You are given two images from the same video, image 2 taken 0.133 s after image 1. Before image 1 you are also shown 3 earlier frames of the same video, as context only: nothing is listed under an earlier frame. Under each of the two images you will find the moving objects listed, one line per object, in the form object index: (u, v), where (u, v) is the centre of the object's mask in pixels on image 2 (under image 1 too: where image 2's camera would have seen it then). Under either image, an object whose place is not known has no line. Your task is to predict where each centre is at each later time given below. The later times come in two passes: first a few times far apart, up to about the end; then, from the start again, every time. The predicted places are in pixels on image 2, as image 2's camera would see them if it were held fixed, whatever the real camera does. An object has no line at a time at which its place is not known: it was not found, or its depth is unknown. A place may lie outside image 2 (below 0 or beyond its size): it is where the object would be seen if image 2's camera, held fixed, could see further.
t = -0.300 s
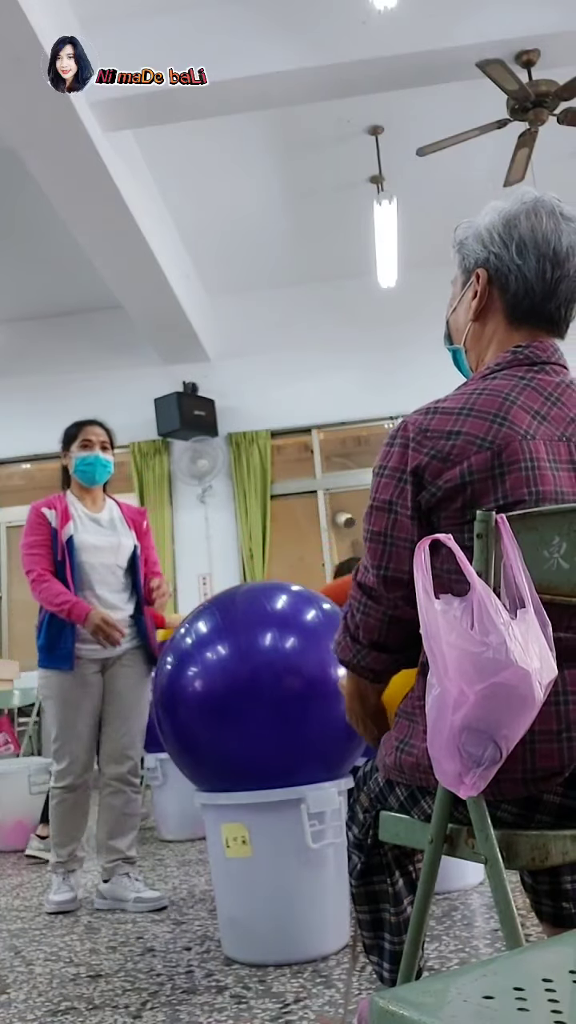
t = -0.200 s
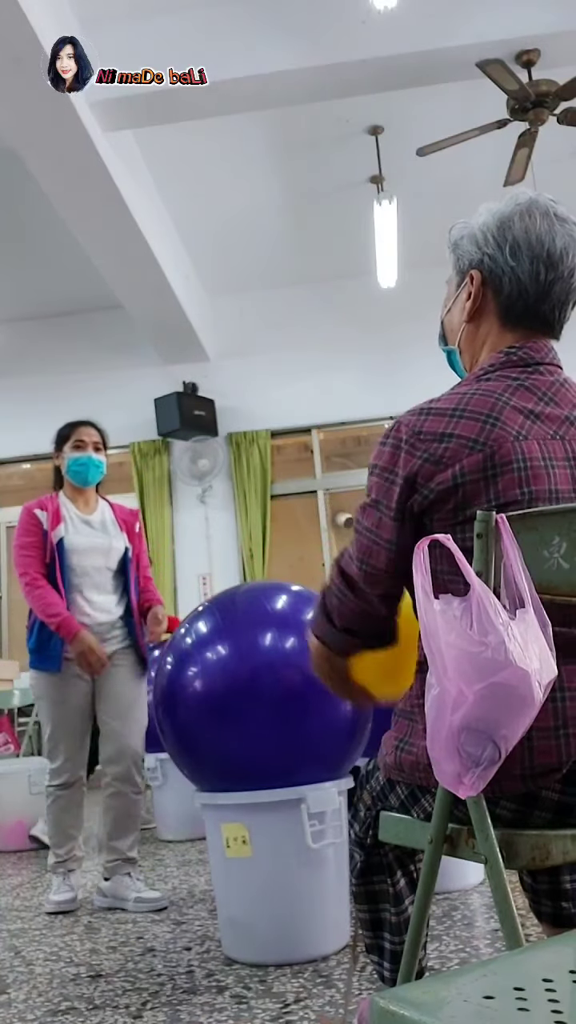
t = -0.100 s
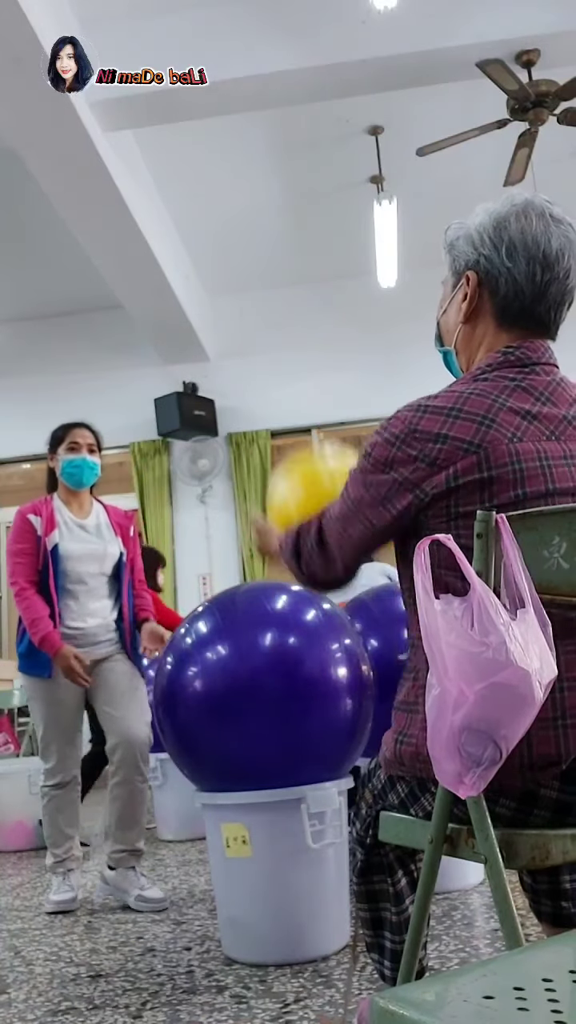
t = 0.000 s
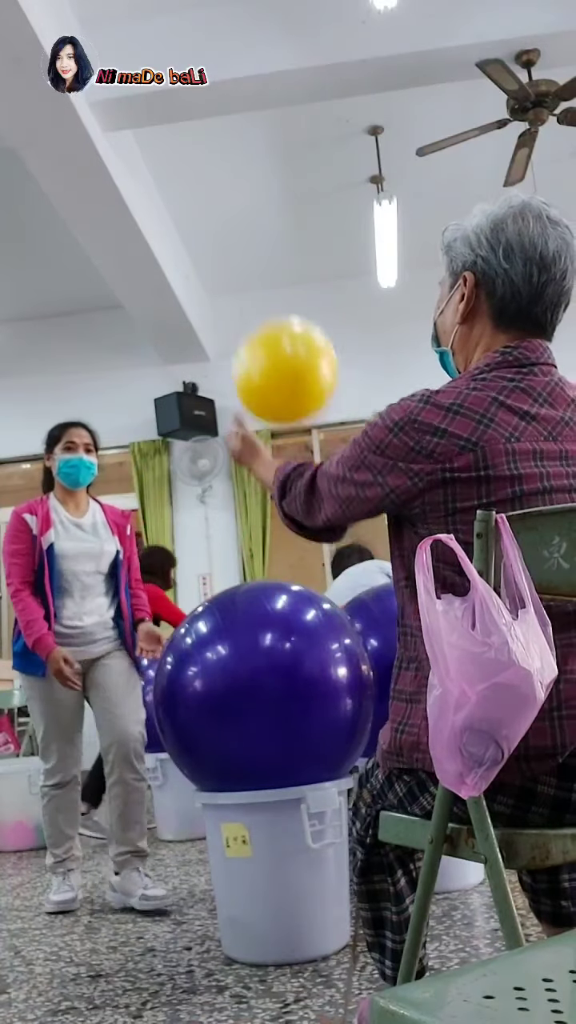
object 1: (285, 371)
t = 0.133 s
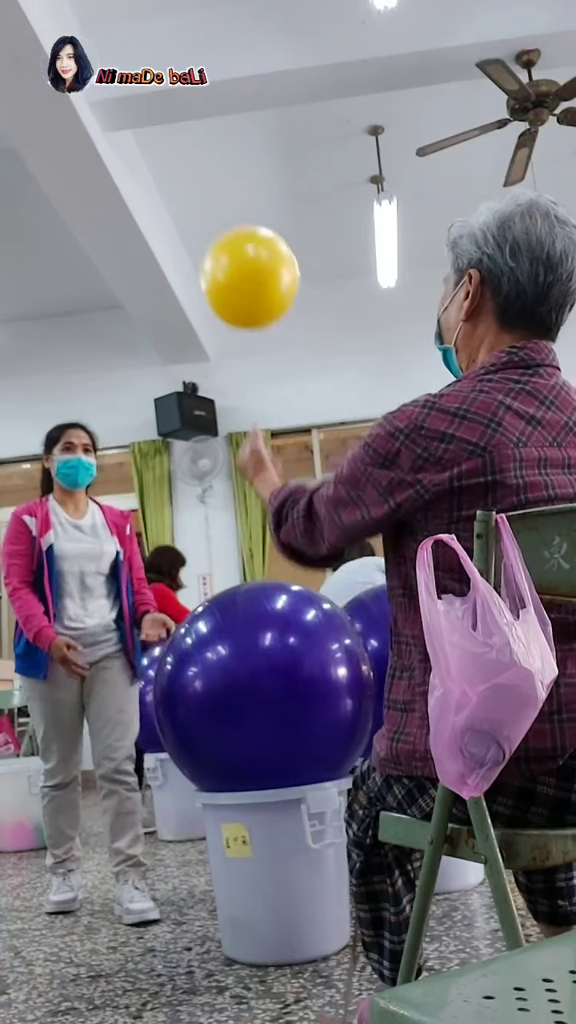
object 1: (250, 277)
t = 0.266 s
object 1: (225, 255)
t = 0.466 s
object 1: (202, 326)
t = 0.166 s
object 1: (243, 266)
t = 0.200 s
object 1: (236, 258)
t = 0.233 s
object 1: (231, 255)
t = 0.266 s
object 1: (225, 255)
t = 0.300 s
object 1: (221, 258)
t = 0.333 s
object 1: (216, 265)
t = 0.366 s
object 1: (212, 276)
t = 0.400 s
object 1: (208, 290)
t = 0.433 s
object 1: (205, 307)
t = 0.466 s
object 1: (202, 326)
